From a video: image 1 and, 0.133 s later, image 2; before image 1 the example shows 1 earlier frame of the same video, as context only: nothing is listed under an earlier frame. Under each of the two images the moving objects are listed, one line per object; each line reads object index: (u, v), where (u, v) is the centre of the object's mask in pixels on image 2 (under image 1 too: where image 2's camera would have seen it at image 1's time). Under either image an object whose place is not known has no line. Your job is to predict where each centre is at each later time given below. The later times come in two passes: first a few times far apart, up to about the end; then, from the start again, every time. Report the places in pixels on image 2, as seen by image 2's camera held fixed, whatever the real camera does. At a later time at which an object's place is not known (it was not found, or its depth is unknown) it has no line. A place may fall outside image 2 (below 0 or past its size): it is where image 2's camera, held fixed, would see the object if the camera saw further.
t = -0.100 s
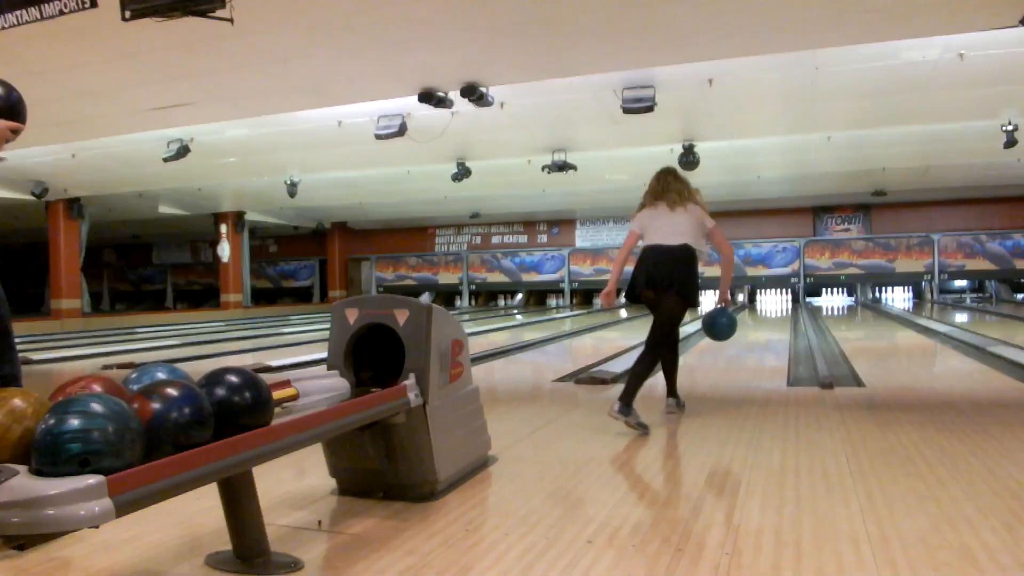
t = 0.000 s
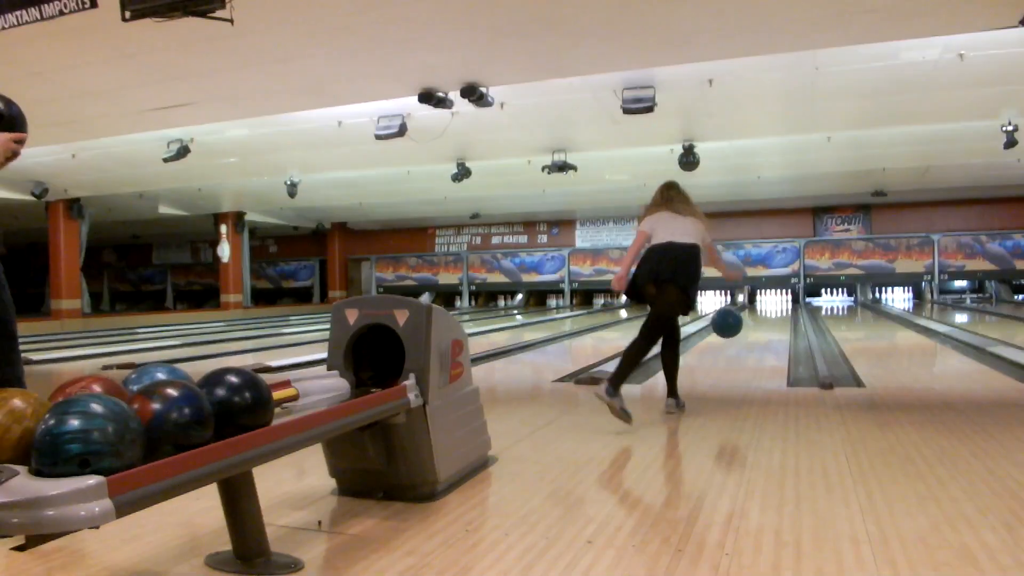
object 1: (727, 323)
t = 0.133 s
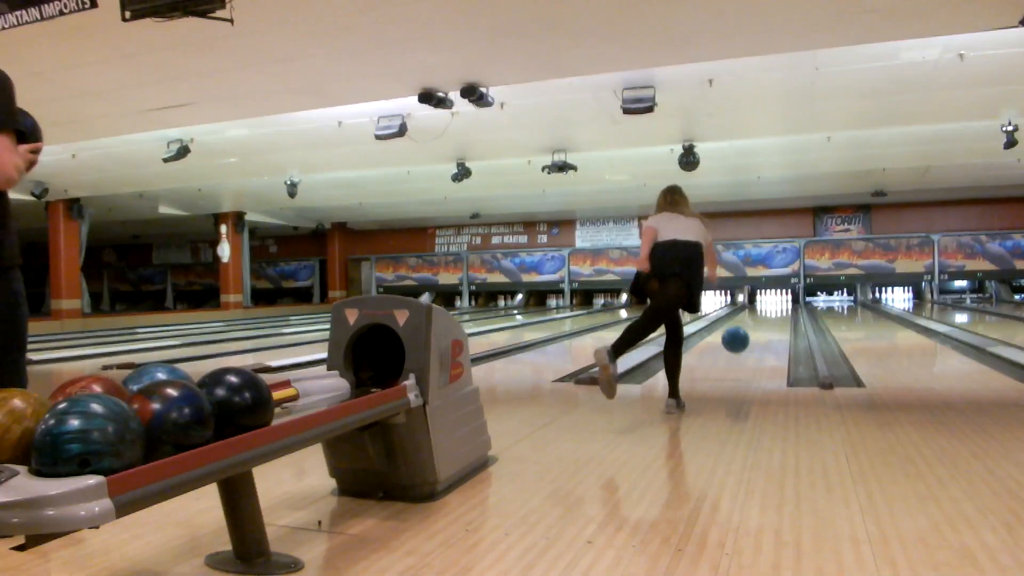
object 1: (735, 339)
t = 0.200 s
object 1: (739, 354)
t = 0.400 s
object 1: (747, 347)
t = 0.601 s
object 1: (753, 337)
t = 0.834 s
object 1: (758, 329)
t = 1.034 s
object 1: (761, 324)
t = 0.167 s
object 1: (737, 346)
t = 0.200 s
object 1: (739, 354)
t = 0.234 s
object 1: (741, 357)
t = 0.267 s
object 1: (742, 353)
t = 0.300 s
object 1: (744, 351)
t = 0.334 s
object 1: (745, 350)
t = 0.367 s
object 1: (746, 349)
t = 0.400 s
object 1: (747, 347)
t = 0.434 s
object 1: (748, 345)
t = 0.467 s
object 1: (749, 343)
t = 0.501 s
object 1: (750, 342)
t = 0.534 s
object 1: (751, 340)
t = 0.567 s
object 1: (752, 339)
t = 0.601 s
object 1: (753, 337)
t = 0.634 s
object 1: (754, 336)
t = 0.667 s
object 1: (755, 335)
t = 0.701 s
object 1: (755, 334)
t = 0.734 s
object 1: (756, 333)
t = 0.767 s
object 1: (757, 331)
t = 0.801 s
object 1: (758, 330)
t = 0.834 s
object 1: (758, 329)
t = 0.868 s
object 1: (759, 328)
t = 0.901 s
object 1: (759, 327)
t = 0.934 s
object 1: (760, 326)
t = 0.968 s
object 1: (761, 325)
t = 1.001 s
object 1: (761, 324)
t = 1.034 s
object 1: (761, 324)
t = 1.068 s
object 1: (762, 323)
